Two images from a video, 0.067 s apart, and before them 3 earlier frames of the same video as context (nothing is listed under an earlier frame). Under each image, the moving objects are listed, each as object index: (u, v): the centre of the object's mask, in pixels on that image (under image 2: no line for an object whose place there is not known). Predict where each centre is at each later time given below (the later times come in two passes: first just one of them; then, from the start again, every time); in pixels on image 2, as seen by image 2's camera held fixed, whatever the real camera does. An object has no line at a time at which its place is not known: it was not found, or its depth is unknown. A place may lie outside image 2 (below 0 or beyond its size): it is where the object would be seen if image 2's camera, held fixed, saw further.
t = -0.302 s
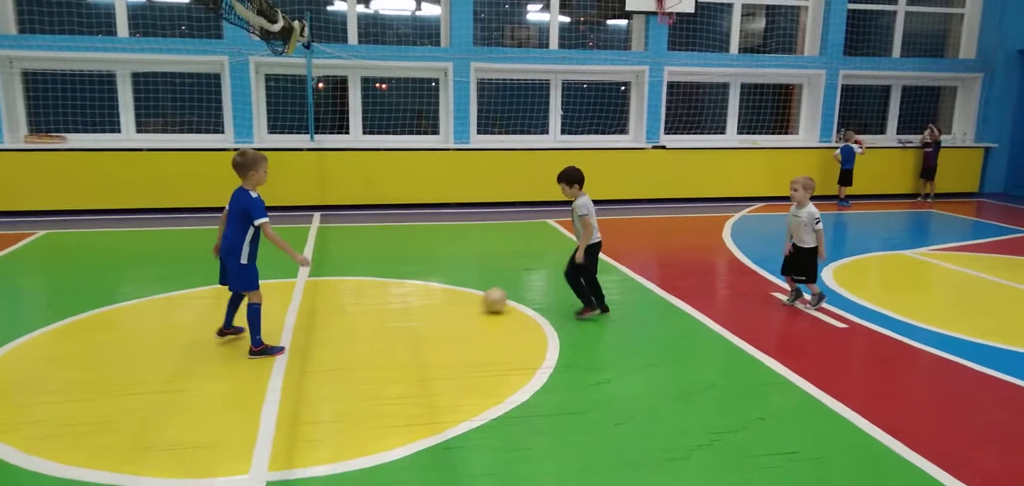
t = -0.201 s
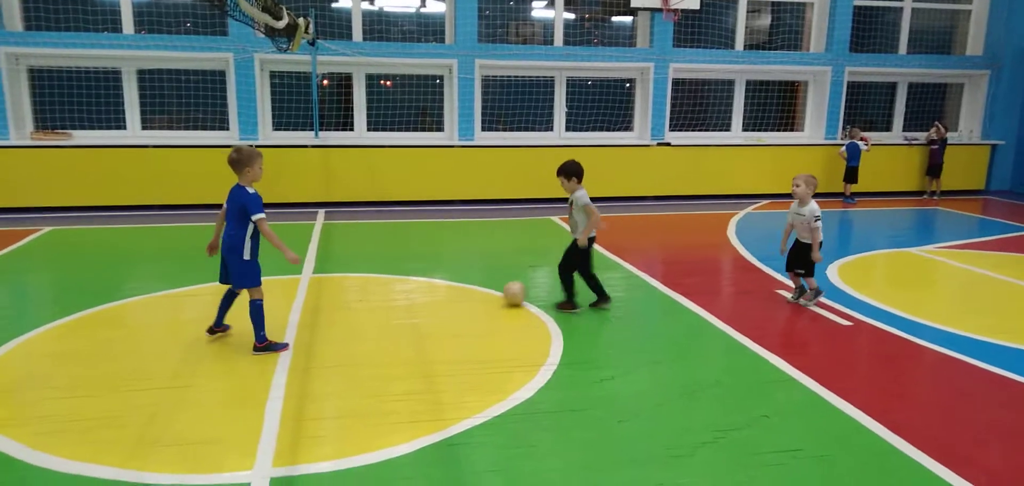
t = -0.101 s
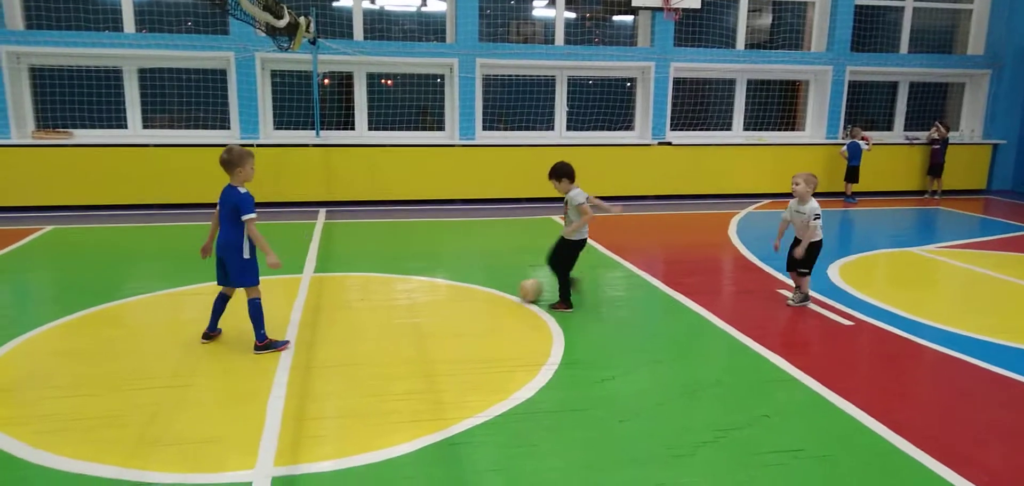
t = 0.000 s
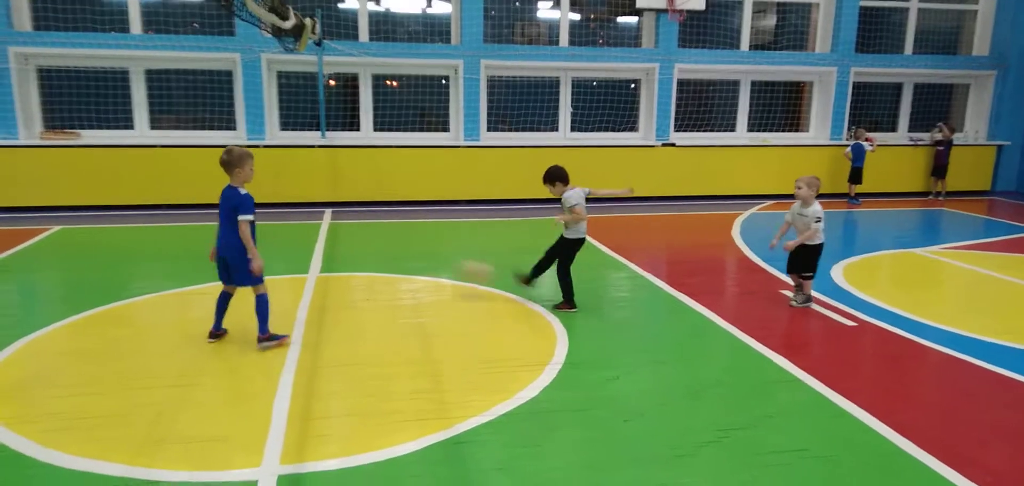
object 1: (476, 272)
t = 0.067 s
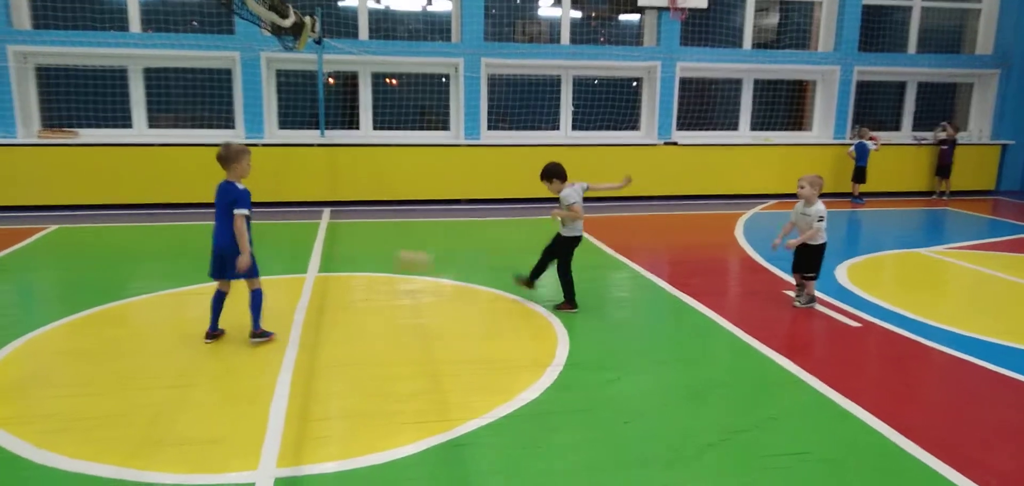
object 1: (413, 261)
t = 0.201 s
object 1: (295, 253)
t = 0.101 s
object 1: (381, 257)
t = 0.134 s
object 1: (352, 254)
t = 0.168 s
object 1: (324, 254)
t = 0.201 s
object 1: (295, 253)
